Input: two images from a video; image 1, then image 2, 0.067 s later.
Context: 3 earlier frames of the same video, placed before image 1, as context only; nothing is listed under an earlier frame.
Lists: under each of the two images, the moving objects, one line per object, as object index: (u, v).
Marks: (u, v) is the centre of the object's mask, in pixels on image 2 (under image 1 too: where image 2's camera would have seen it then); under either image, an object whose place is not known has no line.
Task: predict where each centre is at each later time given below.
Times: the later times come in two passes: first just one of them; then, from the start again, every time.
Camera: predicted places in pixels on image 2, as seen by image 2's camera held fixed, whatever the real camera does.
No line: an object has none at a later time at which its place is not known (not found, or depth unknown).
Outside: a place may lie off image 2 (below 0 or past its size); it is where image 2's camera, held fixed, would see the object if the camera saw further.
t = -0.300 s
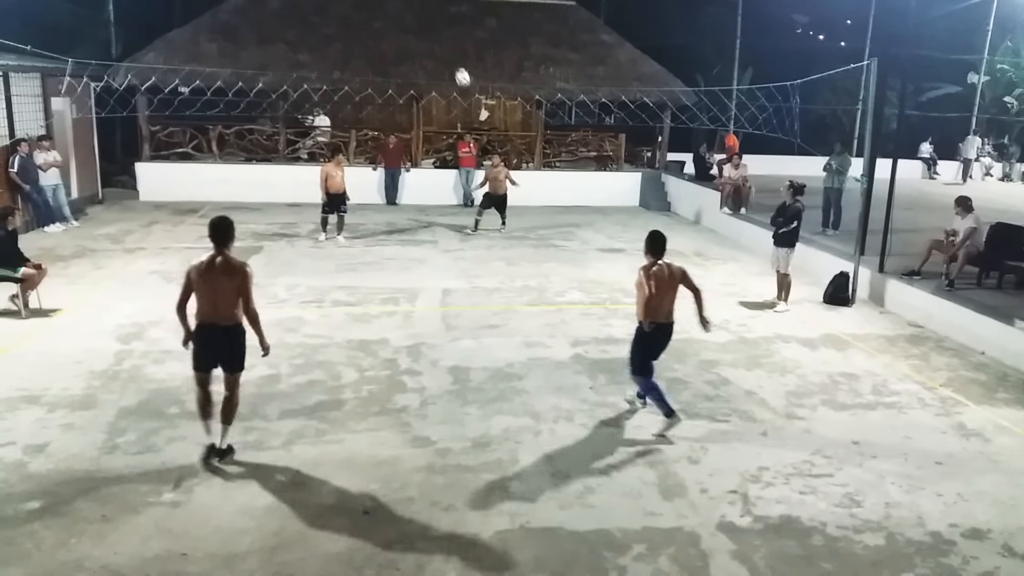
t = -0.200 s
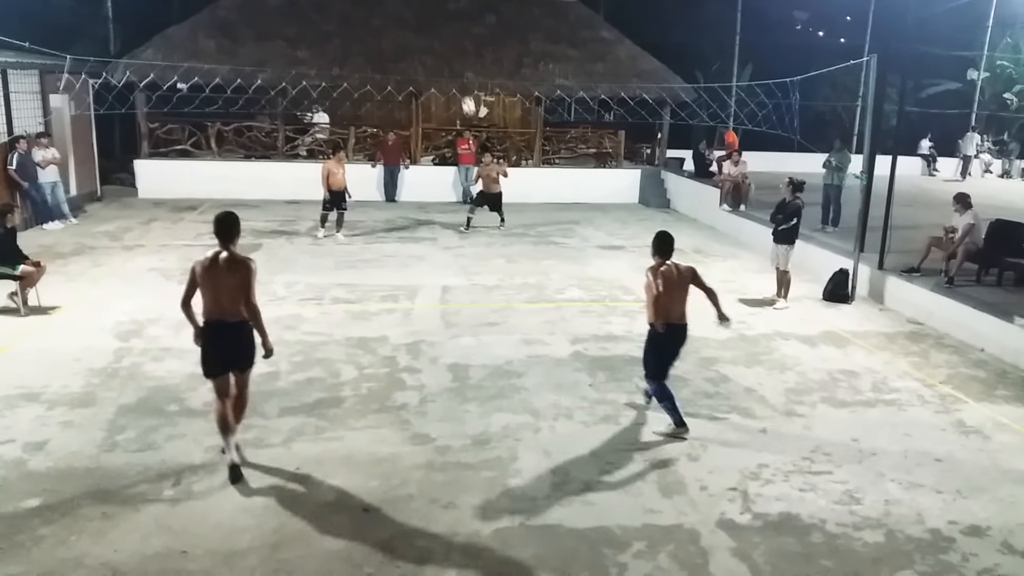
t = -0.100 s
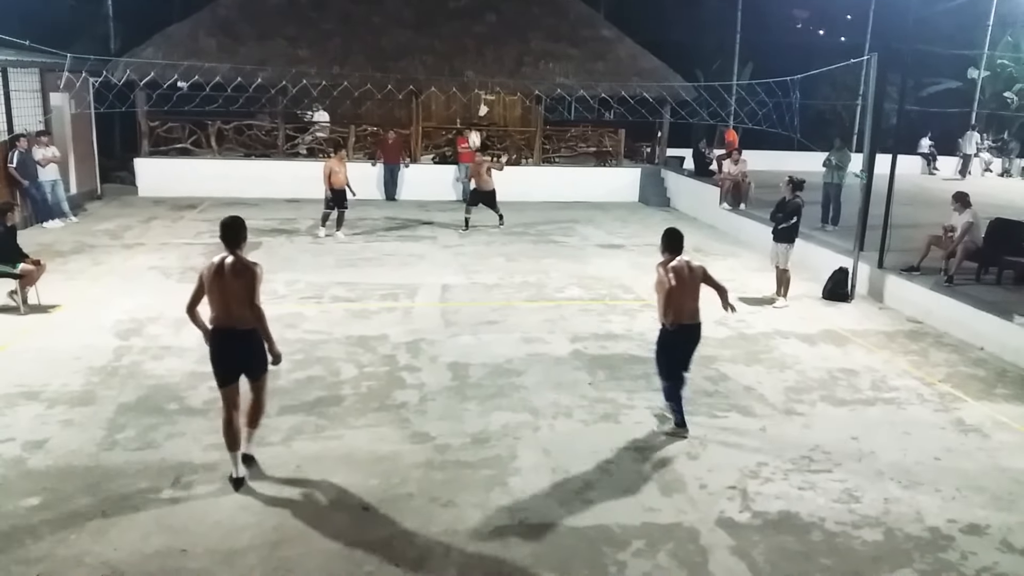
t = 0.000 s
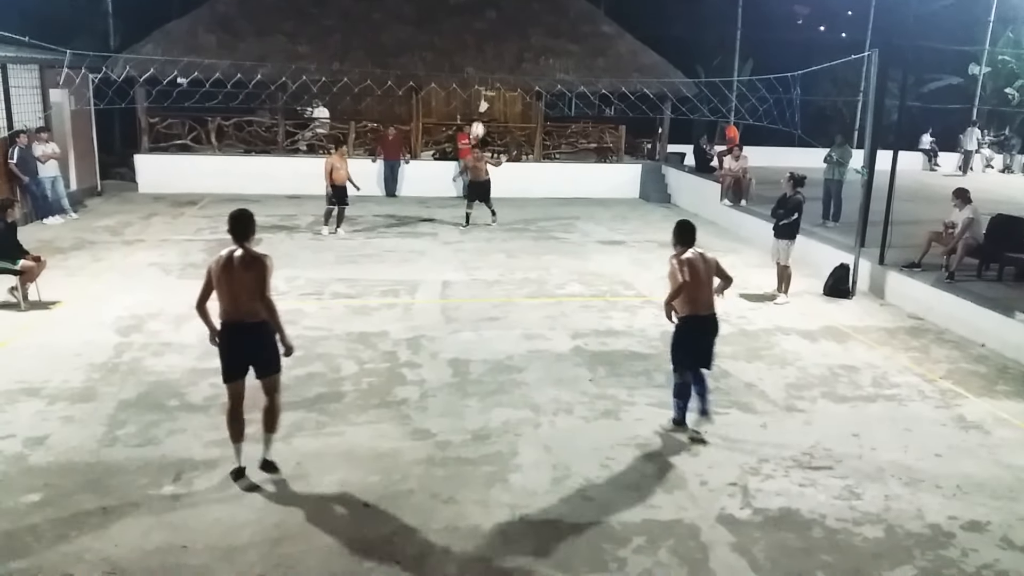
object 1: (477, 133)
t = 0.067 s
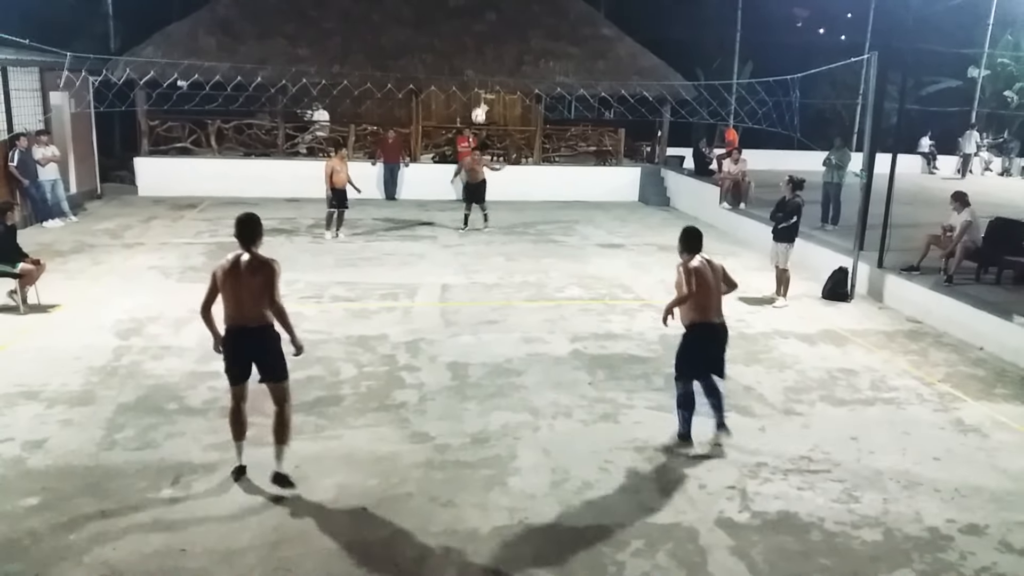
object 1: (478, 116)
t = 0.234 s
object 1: (483, 78)
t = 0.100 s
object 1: (479, 107)
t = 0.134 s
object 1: (480, 102)
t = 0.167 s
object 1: (481, 92)
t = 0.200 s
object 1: (482, 84)
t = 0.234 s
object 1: (483, 78)
